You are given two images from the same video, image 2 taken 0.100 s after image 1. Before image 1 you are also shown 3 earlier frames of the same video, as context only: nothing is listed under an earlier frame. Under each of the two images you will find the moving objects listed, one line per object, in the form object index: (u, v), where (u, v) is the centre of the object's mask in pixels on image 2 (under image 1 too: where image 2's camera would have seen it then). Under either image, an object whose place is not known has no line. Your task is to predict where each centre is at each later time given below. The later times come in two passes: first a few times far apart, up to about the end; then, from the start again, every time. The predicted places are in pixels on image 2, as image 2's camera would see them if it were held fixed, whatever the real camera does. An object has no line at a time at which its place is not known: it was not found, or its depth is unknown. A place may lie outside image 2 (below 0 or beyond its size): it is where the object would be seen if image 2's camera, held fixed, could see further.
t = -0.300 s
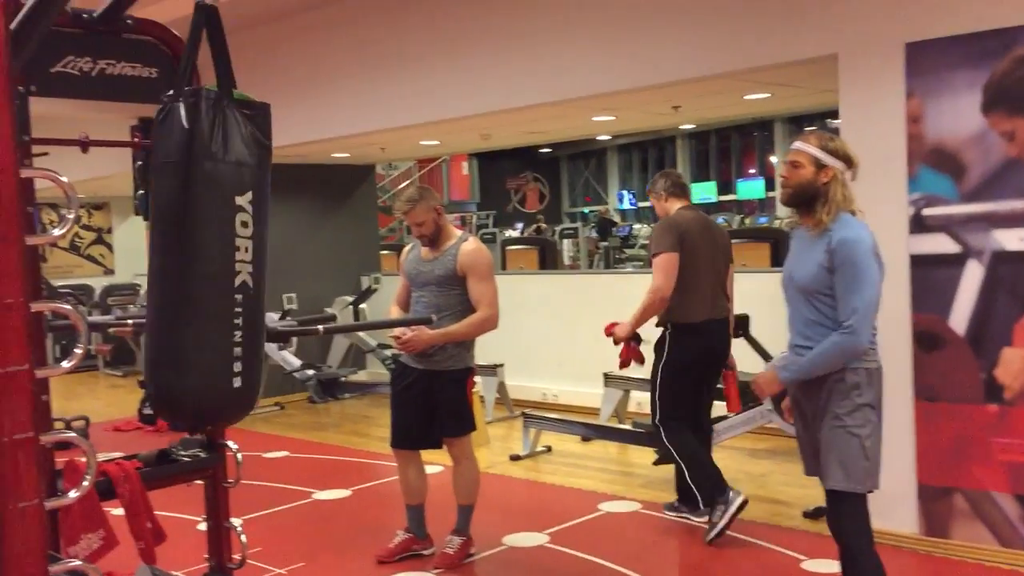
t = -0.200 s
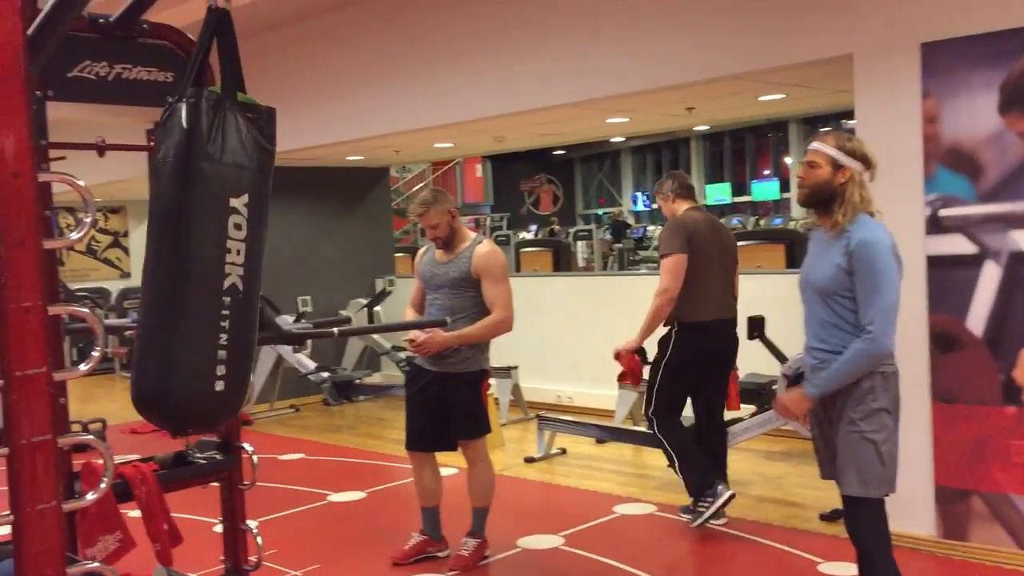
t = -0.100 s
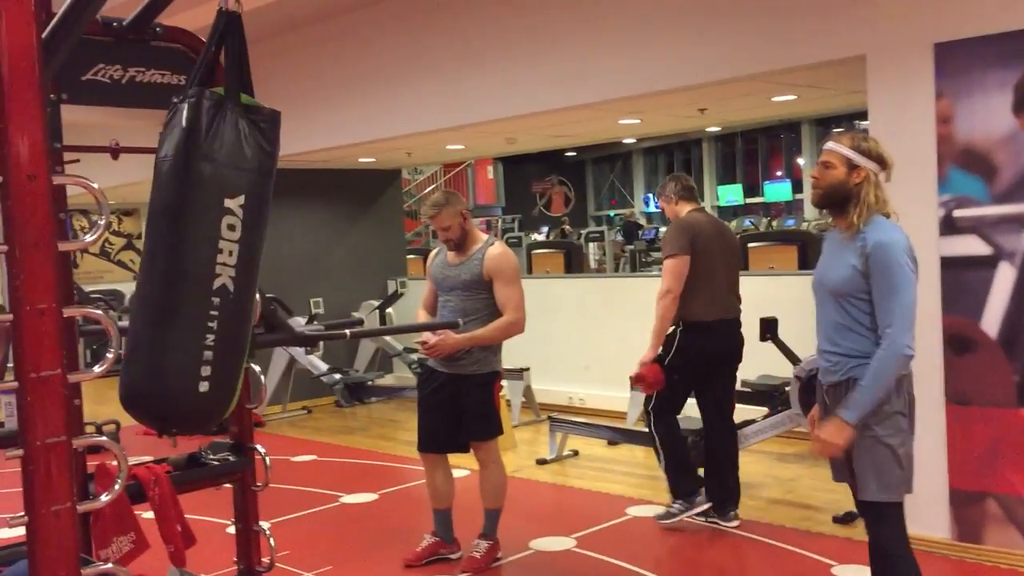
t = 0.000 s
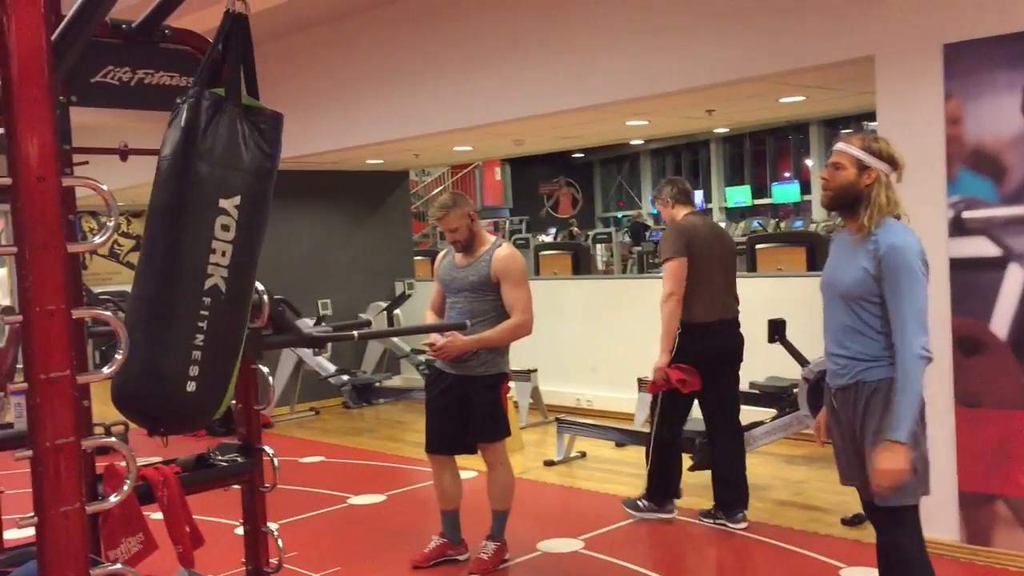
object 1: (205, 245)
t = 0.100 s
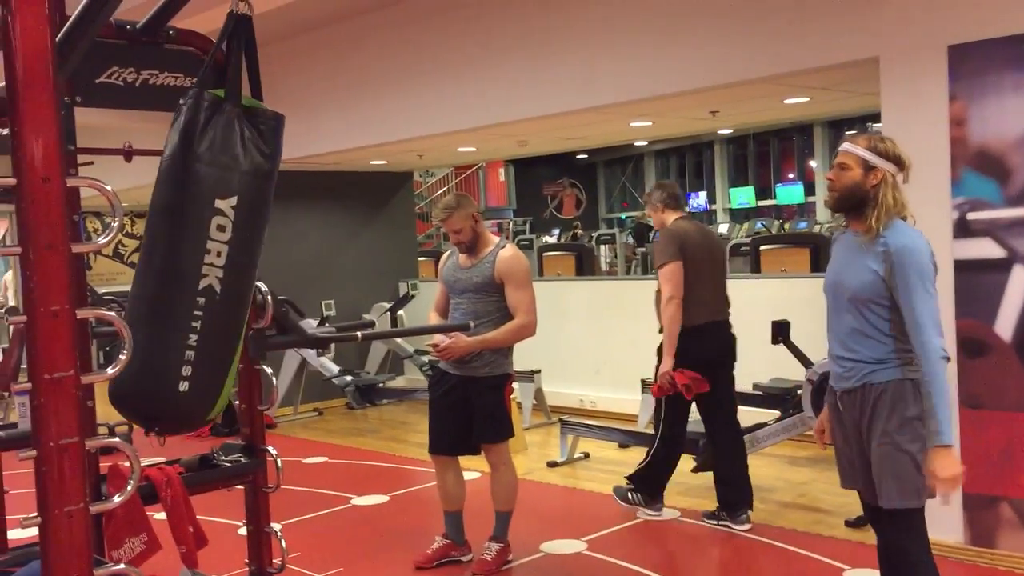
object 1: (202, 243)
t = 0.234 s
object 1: (206, 245)
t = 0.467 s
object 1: (237, 250)
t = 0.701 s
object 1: (280, 243)
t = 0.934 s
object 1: (310, 232)
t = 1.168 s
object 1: (317, 232)
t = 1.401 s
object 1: (298, 240)
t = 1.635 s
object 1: (258, 248)
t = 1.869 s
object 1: (219, 250)
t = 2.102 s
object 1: (205, 249)
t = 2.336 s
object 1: (224, 249)
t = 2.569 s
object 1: (263, 244)
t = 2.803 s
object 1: (300, 235)
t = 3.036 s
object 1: (317, 231)
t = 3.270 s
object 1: (309, 236)
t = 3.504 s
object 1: (277, 247)
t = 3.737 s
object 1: (233, 252)
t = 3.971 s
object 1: (206, 252)
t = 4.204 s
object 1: (210, 252)
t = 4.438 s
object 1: (243, 245)
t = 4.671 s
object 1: (284, 239)
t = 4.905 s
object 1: (313, 233)
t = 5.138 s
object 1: (318, 234)
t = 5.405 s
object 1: (290, 243)
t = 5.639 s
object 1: (249, 250)
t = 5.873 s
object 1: (213, 250)
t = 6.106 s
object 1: (205, 249)
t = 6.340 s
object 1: (229, 252)
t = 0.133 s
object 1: (202, 243)
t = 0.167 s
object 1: (203, 244)
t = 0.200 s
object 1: (204, 244)
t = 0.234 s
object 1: (206, 245)
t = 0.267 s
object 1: (209, 246)
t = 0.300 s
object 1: (212, 248)
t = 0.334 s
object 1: (216, 250)
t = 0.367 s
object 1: (221, 250)
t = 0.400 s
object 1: (226, 251)
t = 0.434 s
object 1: (231, 250)
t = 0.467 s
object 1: (237, 250)
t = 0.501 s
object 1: (243, 248)
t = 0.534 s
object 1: (249, 248)
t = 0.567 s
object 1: (255, 248)
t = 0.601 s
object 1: (261, 247)
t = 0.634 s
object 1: (268, 245)
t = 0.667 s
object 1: (274, 244)
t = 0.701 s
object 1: (280, 243)
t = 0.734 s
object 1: (285, 241)
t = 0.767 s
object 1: (290, 241)
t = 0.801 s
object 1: (295, 239)
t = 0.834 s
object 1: (299, 235)
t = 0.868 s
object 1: (303, 234)
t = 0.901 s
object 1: (307, 233)
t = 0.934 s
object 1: (310, 232)
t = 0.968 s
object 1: (312, 232)
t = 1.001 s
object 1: (315, 232)
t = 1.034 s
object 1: (316, 231)
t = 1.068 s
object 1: (317, 231)
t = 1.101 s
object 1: (318, 231)
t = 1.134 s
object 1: (318, 231)
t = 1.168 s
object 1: (317, 232)
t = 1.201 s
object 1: (316, 232)
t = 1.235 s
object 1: (314, 234)
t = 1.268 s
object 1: (312, 235)
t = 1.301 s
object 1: (309, 236)
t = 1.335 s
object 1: (306, 237)
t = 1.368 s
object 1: (302, 238)
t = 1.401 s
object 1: (298, 240)
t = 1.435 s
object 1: (293, 242)
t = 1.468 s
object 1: (288, 243)
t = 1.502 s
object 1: (283, 244)
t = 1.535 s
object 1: (276, 244)
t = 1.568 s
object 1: (270, 246)
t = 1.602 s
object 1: (264, 246)
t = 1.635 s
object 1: (258, 248)
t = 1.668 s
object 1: (252, 248)
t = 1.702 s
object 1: (246, 249)
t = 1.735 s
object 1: (239, 249)
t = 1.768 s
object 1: (234, 249)
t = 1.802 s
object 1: (228, 249)
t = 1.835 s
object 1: (223, 250)
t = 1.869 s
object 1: (219, 250)
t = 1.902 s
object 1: (215, 250)
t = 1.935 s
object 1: (211, 249)
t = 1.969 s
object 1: (209, 249)
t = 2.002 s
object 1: (206, 249)
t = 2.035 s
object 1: (205, 249)
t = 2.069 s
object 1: (205, 249)
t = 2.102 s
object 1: (205, 249)
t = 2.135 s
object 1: (206, 248)
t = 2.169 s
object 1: (207, 249)
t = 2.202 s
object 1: (209, 249)
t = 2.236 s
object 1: (212, 248)
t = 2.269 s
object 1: (216, 248)
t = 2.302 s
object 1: (220, 248)
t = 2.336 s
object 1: (224, 249)
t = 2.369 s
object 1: (229, 248)
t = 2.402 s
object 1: (234, 248)
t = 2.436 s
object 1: (239, 247)
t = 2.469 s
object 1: (245, 245)
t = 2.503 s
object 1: (251, 245)
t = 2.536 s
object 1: (258, 244)
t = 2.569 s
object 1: (263, 244)
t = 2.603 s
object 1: (270, 243)
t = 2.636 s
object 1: (275, 242)
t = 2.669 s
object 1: (281, 241)
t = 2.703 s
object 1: (286, 239)
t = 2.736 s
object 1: (291, 237)
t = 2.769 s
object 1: (296, 236)
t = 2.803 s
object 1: (300, 235)
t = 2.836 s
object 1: (304, 234)
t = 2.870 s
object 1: (307, 233)
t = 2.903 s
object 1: (310, 233)
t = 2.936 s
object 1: (313, 232)
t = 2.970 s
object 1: (315, 232)
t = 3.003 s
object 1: (316, 231)
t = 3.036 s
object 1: (317, 231)
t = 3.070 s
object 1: (317, 231)
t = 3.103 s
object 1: (317, 231)
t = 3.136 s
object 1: (317, 232)
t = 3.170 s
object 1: (316, 233)
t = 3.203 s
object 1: (314, 234)
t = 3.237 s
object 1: (311, 234)
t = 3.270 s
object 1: (309, 236)
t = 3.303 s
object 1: (306, 237)
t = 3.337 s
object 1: (302, 240)
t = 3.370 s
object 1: (298, 242)
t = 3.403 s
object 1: (293, 244)
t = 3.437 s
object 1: (288, 245)
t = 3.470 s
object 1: (282, 245)
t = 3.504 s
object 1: (277, 247)
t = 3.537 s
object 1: (270, 249)
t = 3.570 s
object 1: (264, 250)
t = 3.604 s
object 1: (258, 251)
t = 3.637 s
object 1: (251, 252)
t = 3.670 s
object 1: (245, 253)
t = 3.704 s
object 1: (239, 252)
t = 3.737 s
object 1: (233, 252)
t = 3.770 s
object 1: (228, 253)
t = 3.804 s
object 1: (223, 252)
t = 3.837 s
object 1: (218, 253)
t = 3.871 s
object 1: (214, 252)
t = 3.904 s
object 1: (210, 253)
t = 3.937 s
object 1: (207, 252)
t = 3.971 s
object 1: (206, 252)
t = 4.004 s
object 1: (204, 251)
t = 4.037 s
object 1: (204, 251)
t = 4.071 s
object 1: (204, 251)
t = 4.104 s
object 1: (204, 252)
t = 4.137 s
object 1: (206, 252)
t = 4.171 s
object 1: (207, 252)
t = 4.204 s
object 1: (210, 252)
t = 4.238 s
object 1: (214, 252)
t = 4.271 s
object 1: (217, 250)
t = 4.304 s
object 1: (222, 250)
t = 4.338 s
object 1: (227, 250)
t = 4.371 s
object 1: (232, 248)
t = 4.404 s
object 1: (237, 246)
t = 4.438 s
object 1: (243, 245)
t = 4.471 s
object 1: (249, 244)
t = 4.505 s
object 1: (255, 244)
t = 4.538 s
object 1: (261, 243)
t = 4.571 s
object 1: (267, 242)
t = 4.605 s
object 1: (273, 241)
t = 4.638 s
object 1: (278, 241)
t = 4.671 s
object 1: (284, 239)
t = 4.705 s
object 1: (289, 238)
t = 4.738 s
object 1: (294, 236)
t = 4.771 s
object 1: (299, 235)
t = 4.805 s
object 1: (303, 235)
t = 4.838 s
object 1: (306, 234)
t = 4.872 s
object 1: (310, 233)
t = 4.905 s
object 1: (313, 233)
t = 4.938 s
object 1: (315, 232)
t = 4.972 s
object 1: (317, 232)
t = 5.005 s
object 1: (318, 232)
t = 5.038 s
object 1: (319, 232)
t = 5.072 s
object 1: (319, 232)
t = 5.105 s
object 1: (318, 233)
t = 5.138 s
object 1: (318, 234)
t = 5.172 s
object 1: (316, 234)
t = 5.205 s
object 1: (314, 236)
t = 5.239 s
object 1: (311, 237)
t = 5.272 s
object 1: (308, 238)
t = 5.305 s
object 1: (304, 239)
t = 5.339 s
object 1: (300, 241)
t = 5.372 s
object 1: (296, 242)
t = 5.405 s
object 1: (290, 243)
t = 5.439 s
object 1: (285, 244)
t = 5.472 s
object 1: (279, 246)
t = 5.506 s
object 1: (274, 247)
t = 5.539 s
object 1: (268, 247)
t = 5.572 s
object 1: (261, 249)
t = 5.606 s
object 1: (255, 249)
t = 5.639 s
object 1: (249, 250)
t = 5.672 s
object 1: (242, 250)
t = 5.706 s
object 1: (237, 251)
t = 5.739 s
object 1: (231, 250)
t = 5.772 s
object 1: (226, 250)
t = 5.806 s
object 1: (221, 251)
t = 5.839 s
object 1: (216, 251)
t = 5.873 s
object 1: (213, 250)
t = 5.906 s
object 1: (210, 251)
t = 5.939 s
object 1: (207, 250)
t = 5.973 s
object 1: (205, 250)
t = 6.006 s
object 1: (204, 250)
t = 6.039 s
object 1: (204, 249)
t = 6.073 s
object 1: (204, 249)
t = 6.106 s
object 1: (205, 249)
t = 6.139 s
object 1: (206, 249)
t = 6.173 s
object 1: (209, 250)
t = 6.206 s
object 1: (211, 250)
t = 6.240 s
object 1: (215, 251)
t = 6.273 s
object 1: (219, 250)
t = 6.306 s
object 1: (224, 250)
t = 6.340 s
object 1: (229, 252)
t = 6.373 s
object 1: (235, 252)
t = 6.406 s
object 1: (241, 252)
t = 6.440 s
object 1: (247, 252)
